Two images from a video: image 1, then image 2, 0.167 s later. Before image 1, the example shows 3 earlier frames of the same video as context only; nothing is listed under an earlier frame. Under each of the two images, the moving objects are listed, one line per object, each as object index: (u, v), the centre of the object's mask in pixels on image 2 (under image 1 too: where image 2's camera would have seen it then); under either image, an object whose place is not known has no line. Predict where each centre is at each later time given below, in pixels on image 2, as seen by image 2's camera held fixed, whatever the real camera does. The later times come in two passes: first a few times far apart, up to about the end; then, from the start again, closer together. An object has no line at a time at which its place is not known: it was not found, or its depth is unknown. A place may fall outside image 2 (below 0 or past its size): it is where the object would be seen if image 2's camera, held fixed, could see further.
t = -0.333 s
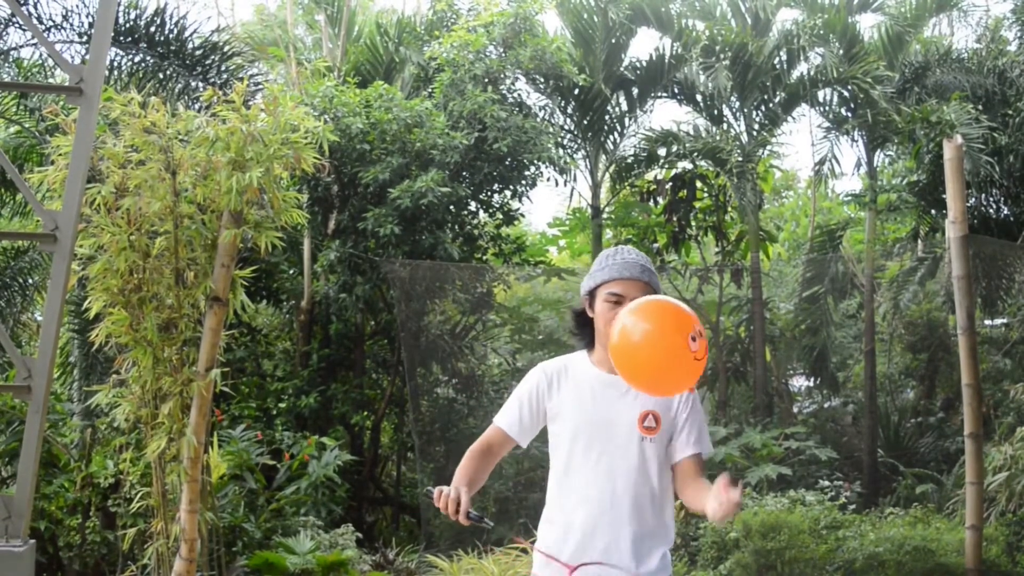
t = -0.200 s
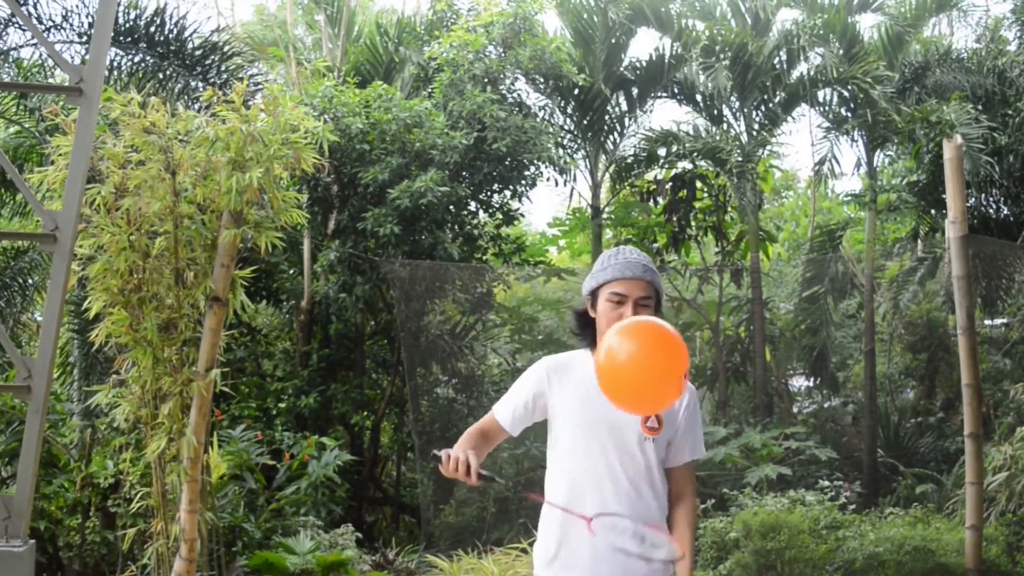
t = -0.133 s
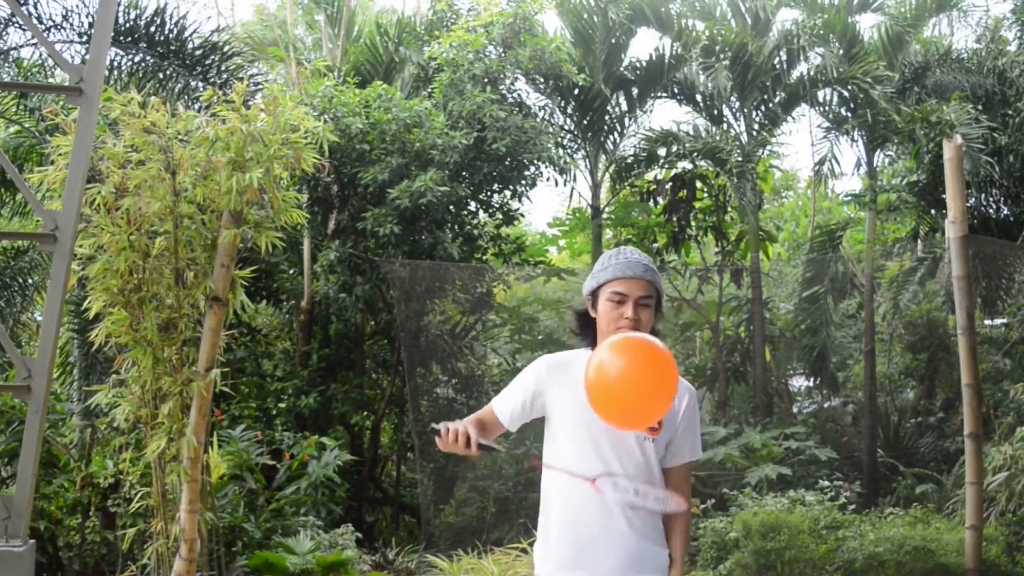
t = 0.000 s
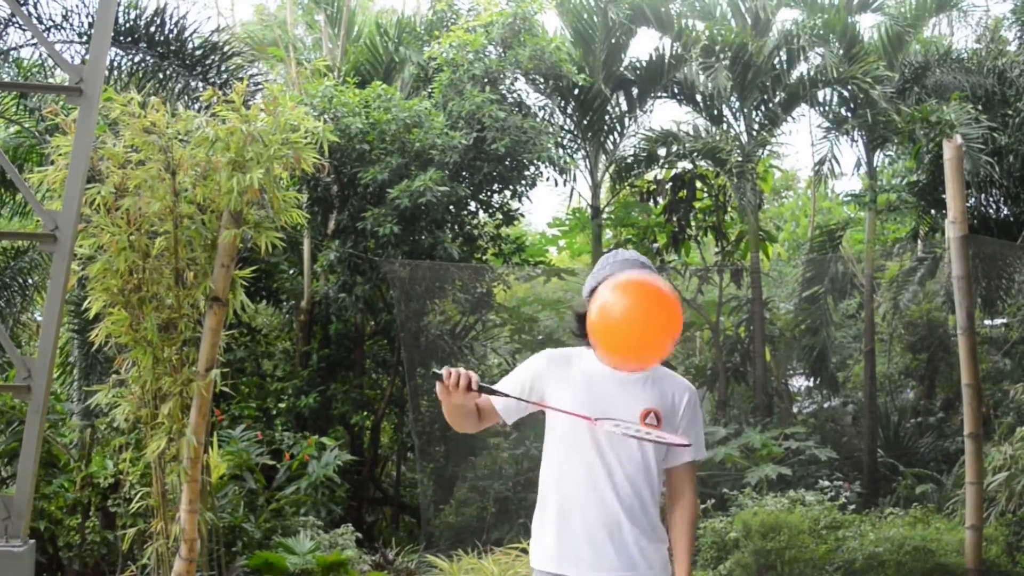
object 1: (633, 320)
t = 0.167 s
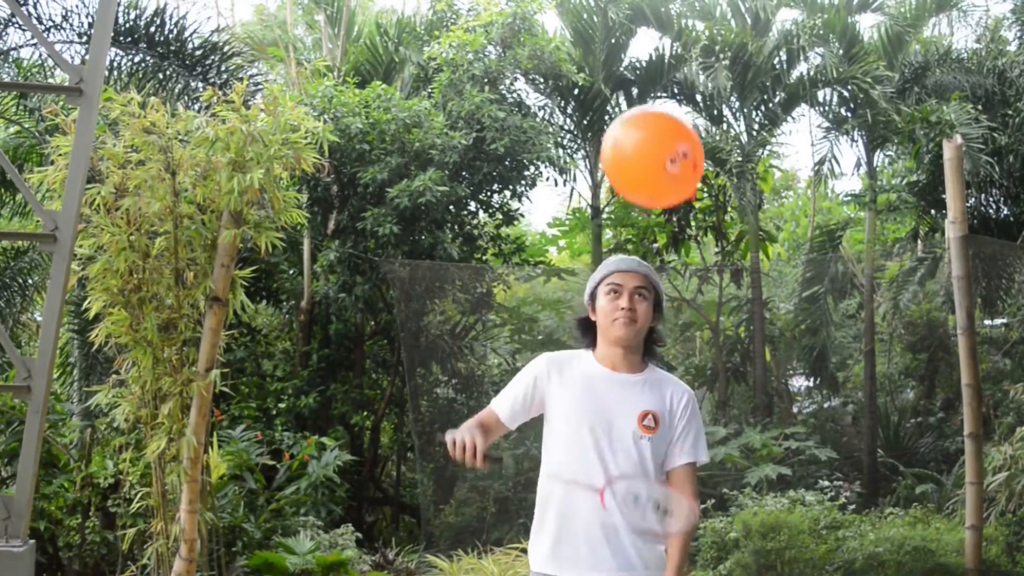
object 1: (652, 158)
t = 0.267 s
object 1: (638, 97)
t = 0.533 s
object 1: (590, 52)
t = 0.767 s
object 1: (547, 78)
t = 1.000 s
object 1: (500, 157)
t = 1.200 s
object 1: (461, 253)
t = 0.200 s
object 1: (650, 133)
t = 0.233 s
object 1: (645, 113)
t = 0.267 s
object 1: (638, 97)
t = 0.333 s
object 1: (624, 74)
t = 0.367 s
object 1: (617, 68)
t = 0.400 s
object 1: (611, 63)
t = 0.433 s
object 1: (605, 59)
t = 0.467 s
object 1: (600, 56)
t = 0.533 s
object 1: (590, 52)
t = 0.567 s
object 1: (584, 52)
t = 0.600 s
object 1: (579, 53)
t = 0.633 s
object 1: (573, 55)
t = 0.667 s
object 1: (567, 59)
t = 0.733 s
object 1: (554, 70)
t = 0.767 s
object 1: (547, 78)
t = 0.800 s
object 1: (540, 87)
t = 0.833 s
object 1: (534, 96)
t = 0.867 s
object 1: (528, 106)
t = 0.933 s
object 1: (514, 130)
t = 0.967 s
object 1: (507, 144)
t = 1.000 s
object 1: (500, 157)
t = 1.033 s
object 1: (494, 172)
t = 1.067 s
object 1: (487, 187)
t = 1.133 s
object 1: (475, 219)
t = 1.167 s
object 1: (468, 236)
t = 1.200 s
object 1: (461, 253)
